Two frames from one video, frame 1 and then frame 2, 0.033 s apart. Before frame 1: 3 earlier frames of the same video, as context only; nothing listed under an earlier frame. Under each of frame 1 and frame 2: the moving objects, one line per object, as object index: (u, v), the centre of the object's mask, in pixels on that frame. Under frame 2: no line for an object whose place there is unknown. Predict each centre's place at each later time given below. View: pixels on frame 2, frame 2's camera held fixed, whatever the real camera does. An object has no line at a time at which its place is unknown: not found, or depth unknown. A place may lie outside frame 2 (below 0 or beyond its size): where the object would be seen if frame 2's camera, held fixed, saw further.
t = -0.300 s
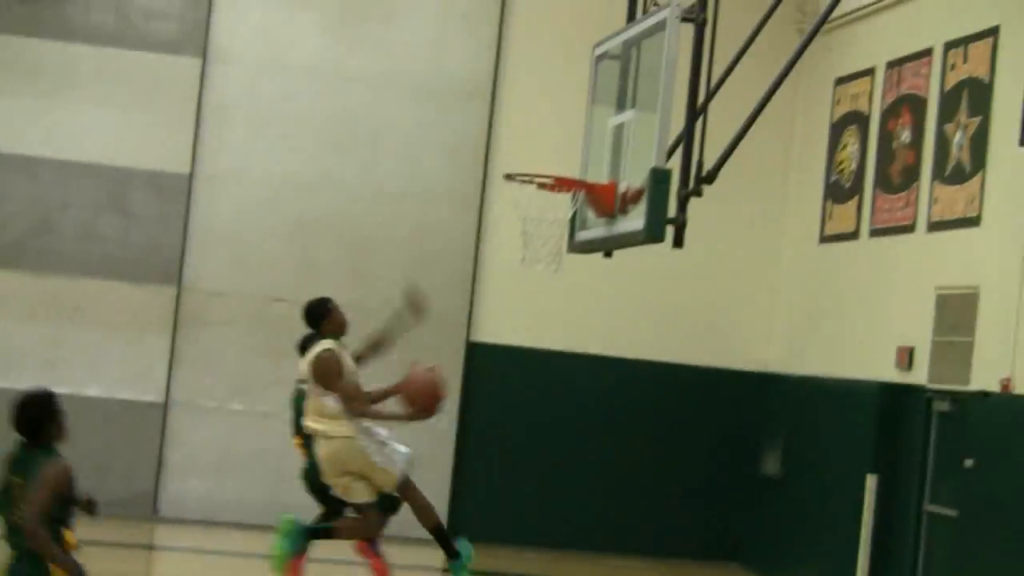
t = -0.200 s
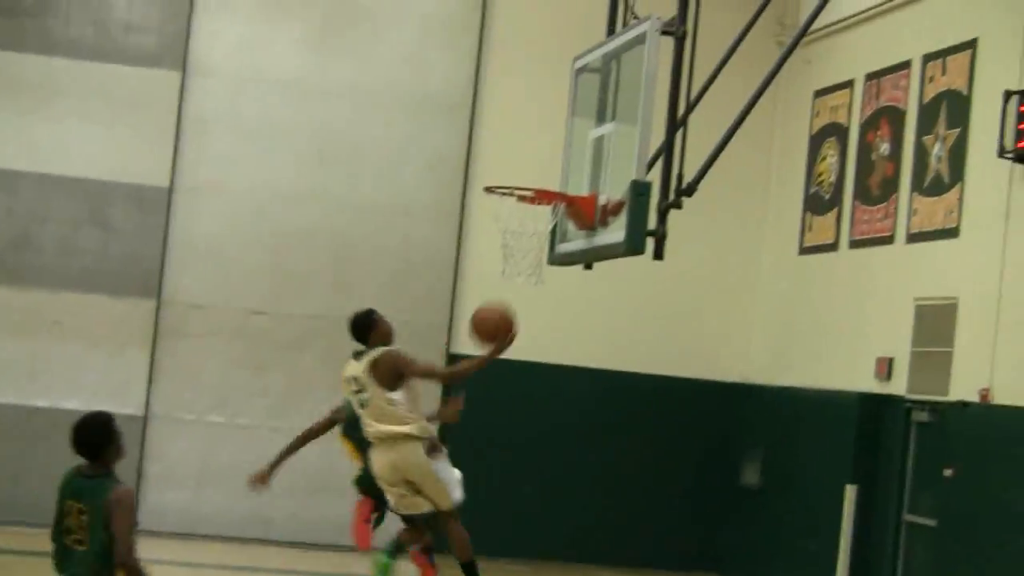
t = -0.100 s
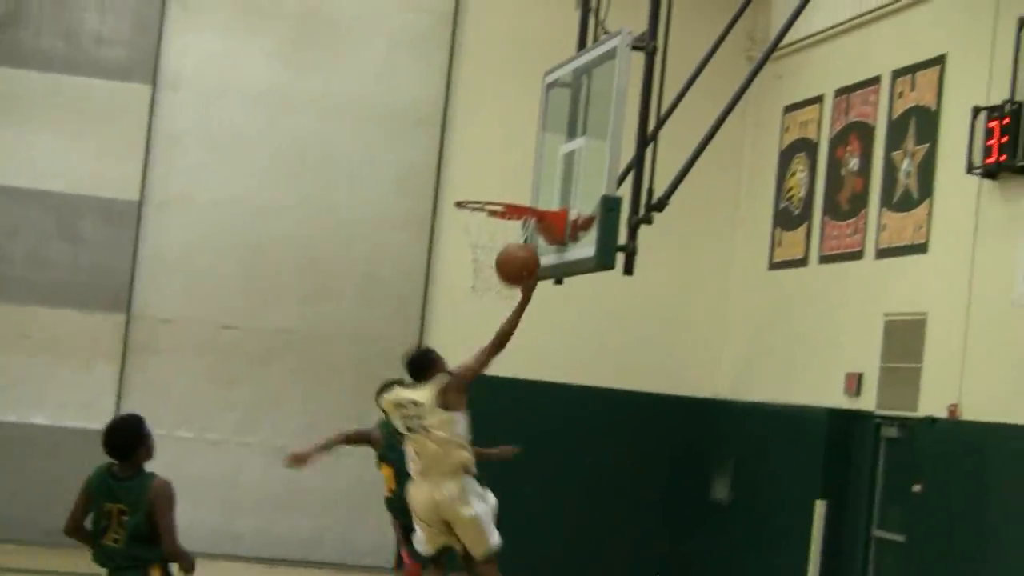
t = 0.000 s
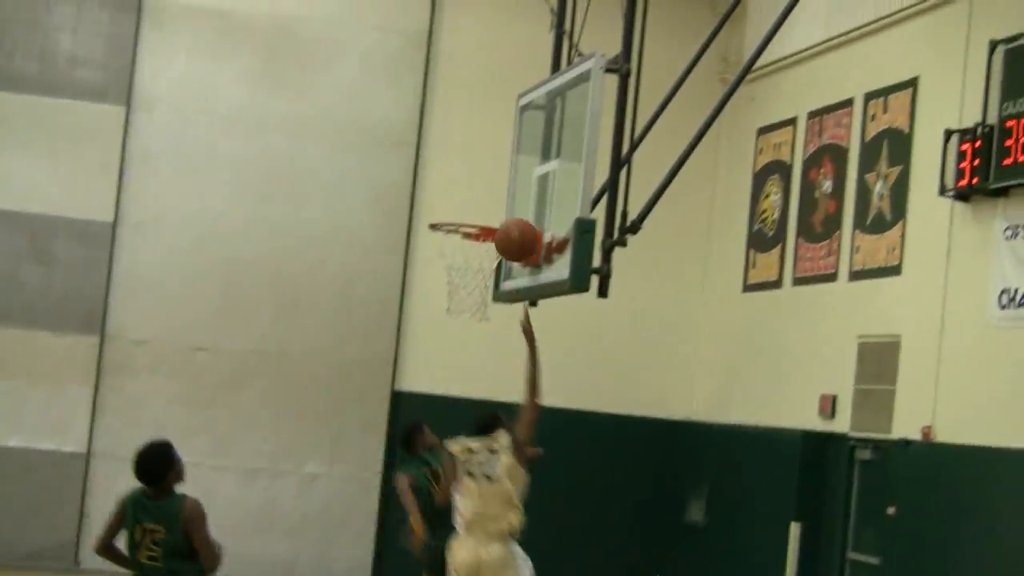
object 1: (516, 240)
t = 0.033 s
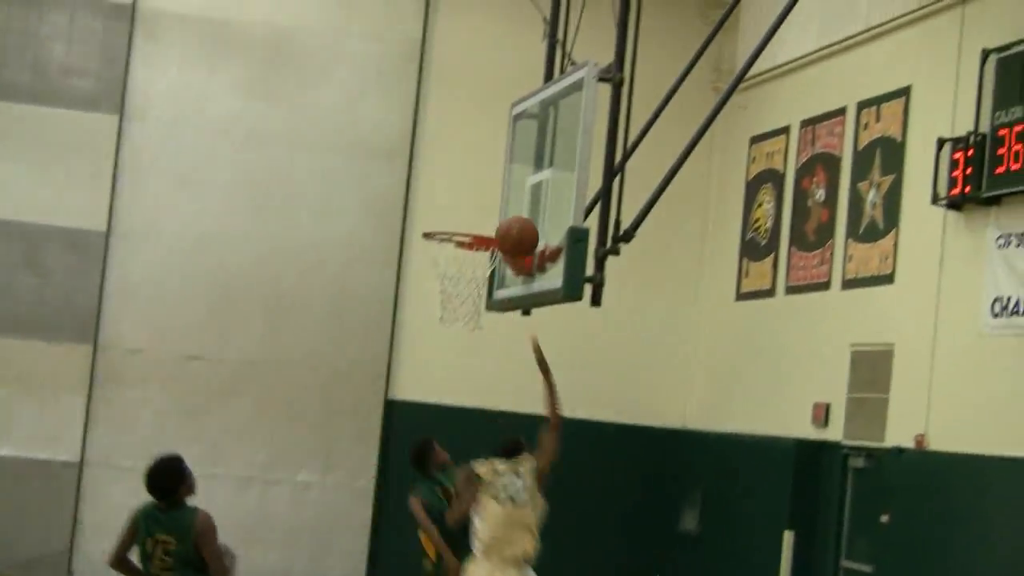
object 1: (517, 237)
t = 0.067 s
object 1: (524, 227)
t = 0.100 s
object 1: (528, 220)
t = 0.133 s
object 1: (522, 214)
